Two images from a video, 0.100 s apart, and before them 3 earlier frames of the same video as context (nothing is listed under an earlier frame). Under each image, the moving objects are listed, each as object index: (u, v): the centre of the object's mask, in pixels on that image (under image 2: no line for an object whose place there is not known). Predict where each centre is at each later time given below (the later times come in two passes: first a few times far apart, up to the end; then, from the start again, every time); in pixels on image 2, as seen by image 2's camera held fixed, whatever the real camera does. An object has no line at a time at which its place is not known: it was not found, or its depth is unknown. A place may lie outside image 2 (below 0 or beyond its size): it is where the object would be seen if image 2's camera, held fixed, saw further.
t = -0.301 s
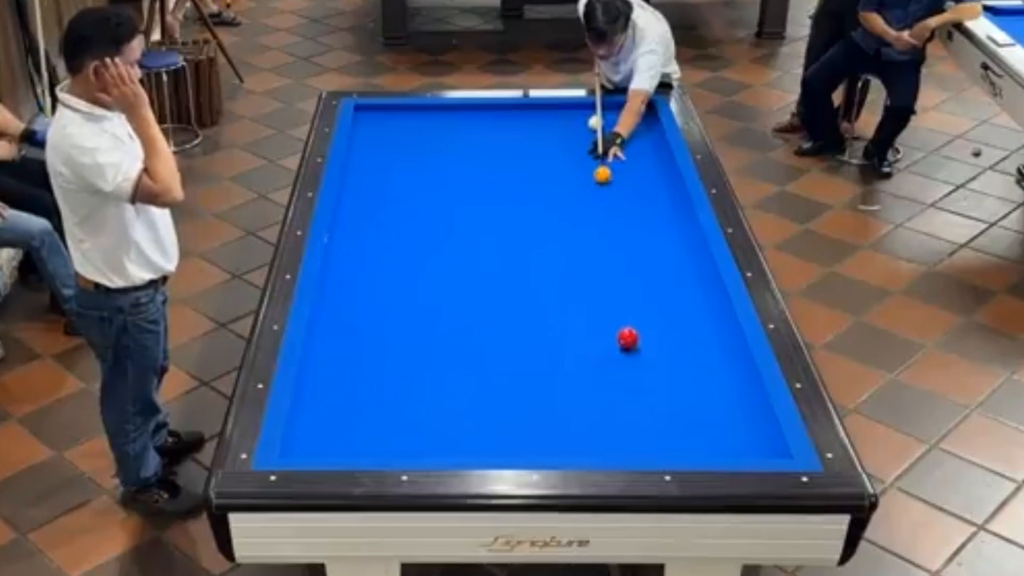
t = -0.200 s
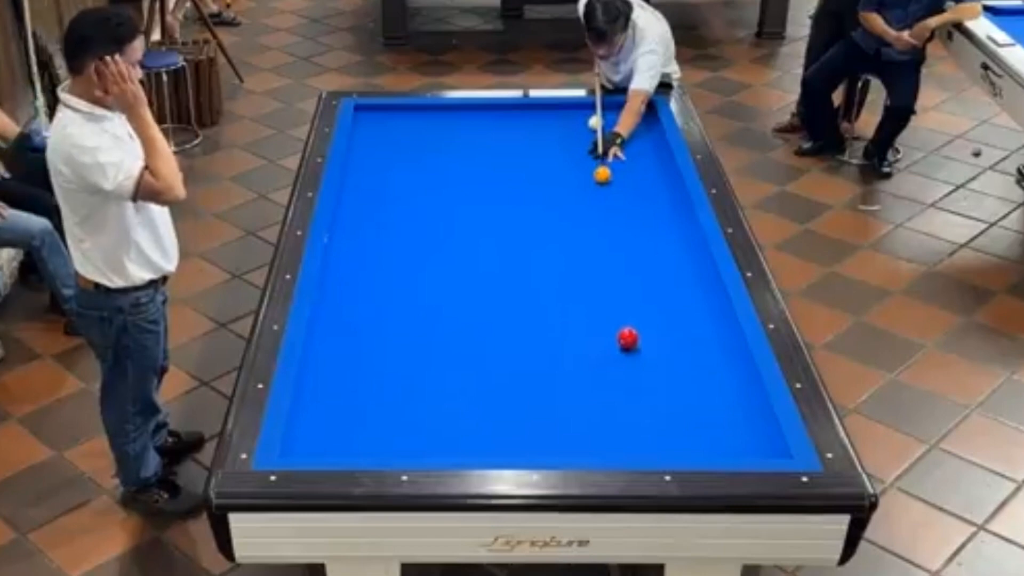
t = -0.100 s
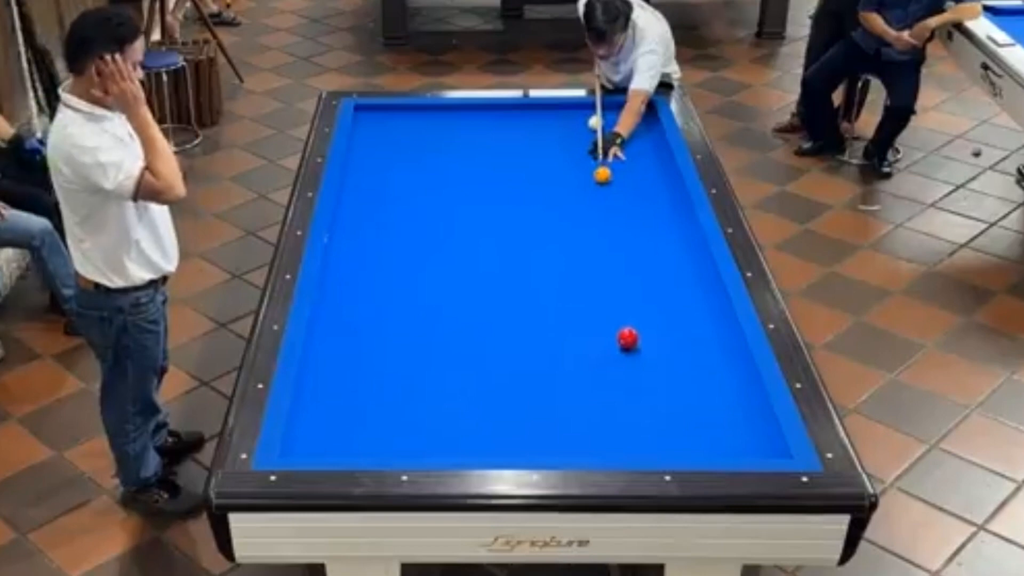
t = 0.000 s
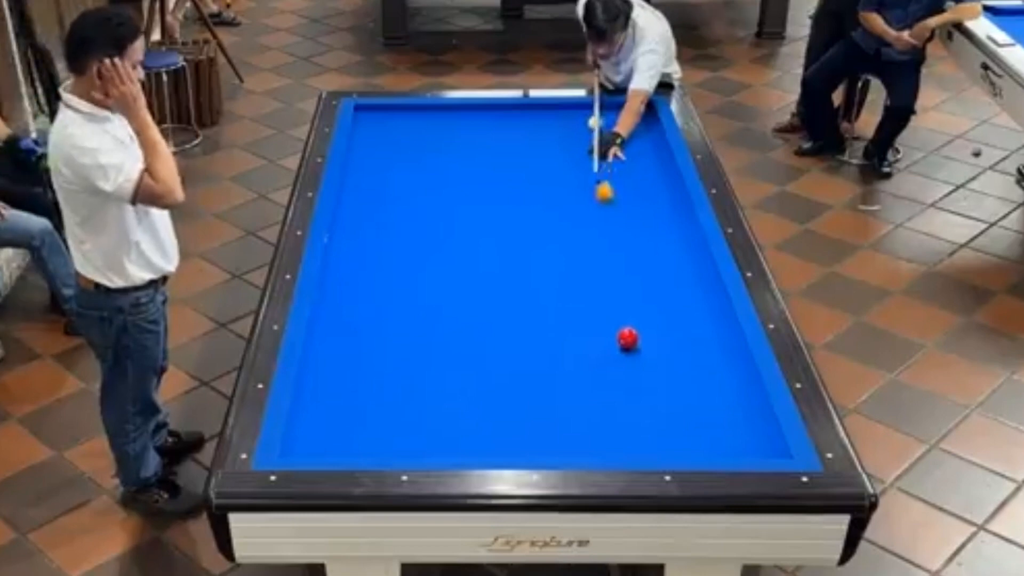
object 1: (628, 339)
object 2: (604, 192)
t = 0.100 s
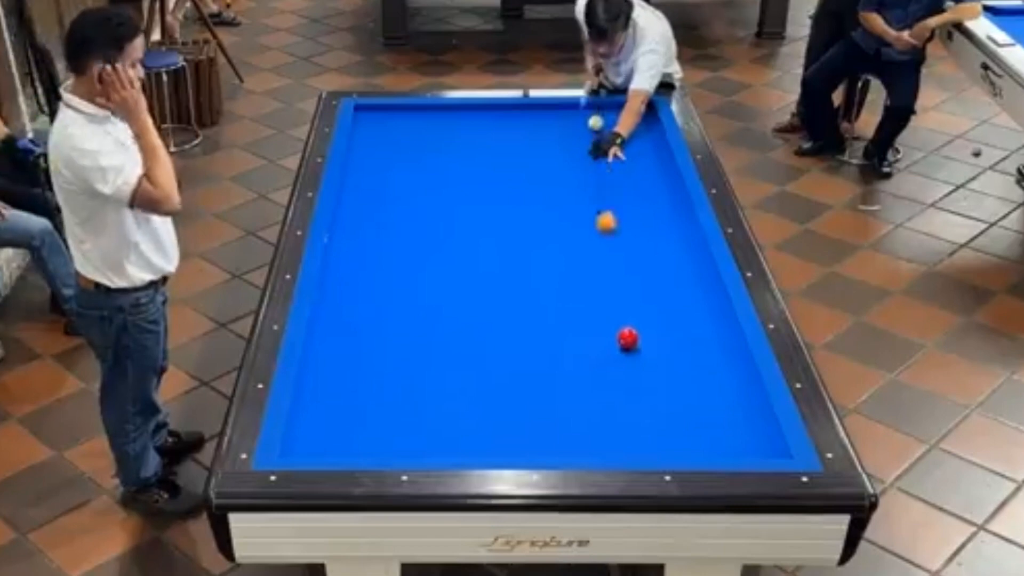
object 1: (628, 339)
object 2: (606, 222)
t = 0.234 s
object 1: (627, 339)
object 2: (610, 264)
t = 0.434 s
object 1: (633, 343)
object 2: (610, 331)
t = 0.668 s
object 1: (714, 401)
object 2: (538, 368)
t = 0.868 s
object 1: (772, 444)
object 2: (478, 410)
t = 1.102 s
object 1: (733, 434)
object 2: (402, 445)
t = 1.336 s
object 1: (698, 412)
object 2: (329, 415)
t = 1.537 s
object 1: (670, 393)
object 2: (325, 389)
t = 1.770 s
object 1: (640, 375)
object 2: (368, 361)
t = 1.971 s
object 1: (615, 359)
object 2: (401, 339)
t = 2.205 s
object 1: (589, 342)
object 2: (437, 314)
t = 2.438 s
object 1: (564, 326)
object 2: (470, 291)
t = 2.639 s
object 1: (544, 314)
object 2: (496, 274)
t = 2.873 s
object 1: (523, 300)
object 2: (525, 254)
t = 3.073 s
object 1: (505, 288)
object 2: (548, 238)
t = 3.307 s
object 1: (486, 277)
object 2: (574, 221)
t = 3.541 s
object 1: (468, 264)
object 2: (597, 206)
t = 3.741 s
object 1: (453, 255)
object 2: (617, 192)
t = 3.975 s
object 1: (436, 246)
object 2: (638, 178)
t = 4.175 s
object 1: (423, 237)
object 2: (656, 167)
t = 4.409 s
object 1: (408, 228)
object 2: (660, 156)
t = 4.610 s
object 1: (396, 221)
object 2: (648, 148)
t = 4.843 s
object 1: (383, 213)
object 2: (634, 140)
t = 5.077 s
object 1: (370, 205)
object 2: (622, 133)
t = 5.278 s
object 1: (360, 198)
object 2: (612, 126)
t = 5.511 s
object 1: (349, 191)
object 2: (611, 121)
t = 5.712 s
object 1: (347, 186)
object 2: (612, 118)
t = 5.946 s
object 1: (354, 181)
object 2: (613, 114)
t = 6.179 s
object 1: (361, 177)
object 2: (614, 110)
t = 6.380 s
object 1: (366, 173)
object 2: (615, 107)
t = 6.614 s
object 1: (372, 169)
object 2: (616, 106)
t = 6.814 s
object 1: (376, 166)
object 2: (617, 107)
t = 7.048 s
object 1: (382, 162)
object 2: (618, 109)
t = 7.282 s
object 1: (386, 159)
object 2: (619, 110)
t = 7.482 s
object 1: (389, 157)
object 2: (620, 111)
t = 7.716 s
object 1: (393, 154)
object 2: (620, 112)
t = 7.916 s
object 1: (397, 152)
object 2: (621, 112)
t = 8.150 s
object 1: (400, 149)
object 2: (622, 113)
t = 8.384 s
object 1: (402, 147)
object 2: (622, 113)
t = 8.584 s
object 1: (404, 145)
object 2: (622, 114)
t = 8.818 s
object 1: (406, 145)
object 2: (622, 114)
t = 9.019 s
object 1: (407, 143)
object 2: (622, 114)
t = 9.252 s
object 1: (409, 142)
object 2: (622, 113)
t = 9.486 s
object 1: (410, 141)
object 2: (622, 114)
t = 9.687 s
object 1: (411, 141)
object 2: (622, 114)
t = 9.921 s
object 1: (411, 140)
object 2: (622, 114)
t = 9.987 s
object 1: (411, 140)
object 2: (622, 113)
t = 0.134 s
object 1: (627, 339)
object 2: (608, 233)
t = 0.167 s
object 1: (627, 339)
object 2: (609, 243)
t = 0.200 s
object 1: (627, 339)
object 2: (610, 253)
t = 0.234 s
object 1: (627, 339)
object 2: (610, 264)
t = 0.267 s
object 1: (628, 339)
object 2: (611, 275)
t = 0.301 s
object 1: (627, 339)
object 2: (612, 286)
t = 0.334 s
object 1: (627, 339)
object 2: (612, 298)
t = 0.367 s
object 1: (628, 339)
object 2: (613, 309)
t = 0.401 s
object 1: (628, 339)
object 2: (613, 321)
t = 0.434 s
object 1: (633, 343)
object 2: (610, 331)
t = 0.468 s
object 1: (644, 351)
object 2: (598, 335)
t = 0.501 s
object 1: (657, 359)
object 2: (587, 340)
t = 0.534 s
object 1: (669, 368)
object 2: (577, 344)
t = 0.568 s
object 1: (681, 377)
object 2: (566, 350)
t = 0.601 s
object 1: (693, 385)
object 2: (557, 355)
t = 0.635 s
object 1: (704, 393)
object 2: (547, 362)
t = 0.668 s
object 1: (714, 401)
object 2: (538, 368)
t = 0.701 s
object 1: (726, 409)
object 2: (528, 375)
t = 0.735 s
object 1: (736, 416)
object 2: (518, 382)
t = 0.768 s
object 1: (747, 423)
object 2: (508, 389)
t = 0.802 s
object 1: (757, 431)
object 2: (498, 396)
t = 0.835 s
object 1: (770, 440)
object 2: (488, 403)
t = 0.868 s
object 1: (772, 444)
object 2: (478, 410)
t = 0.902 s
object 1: (768, 448)
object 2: (468, 418)
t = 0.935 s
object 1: (764, 450)
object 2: (457, 425)
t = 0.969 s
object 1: (757, 448)
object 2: (446, 433)
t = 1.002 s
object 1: (751, 445)
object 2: (436, 441)
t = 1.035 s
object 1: (745, 441)
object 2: (425, 446)
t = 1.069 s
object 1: (739, 438)
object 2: (413, 449)
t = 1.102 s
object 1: (733, 434)
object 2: (402, 445)
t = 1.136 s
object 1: (728, 431)
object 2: (391, 441)
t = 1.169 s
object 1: (723, 428)
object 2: (381, 436)
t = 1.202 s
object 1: (718, 424)
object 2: (370, 432)
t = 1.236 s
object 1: (712, 421)
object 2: (360, 427)
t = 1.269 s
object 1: (707, 418)
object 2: (349, 423)
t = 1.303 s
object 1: (703, 415)
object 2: (339, 419)
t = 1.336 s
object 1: (698, 412)
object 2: (329, 415)
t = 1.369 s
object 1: (693, 409)
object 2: (319, 411)
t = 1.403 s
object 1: (688, 406)
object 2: (310, 408)
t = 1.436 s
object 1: (684, 402)
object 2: (302, 404)
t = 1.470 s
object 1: (679, 399)
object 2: (309, 399)
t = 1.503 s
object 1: (674, 396)
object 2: (317, 394)
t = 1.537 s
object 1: (670, 393)
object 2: (325, 389)
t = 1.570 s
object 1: (666, 390)
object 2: (332, 386)
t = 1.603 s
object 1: (661, 387)
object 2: (338, 381)
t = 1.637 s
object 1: (657, 385)
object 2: (344, 377)
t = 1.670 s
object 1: (652, 383)
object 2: (350, 373)
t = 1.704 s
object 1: (648, 380)
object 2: (356, 369)
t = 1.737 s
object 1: (643, 377)
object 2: (362, 365)
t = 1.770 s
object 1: (640, 375)
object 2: (368, 361)
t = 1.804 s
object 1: (634, 371)
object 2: (373, 357)
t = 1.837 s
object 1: (631, 369)
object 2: (379, 354)
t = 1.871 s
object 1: (628, 366)
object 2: (384, 350)
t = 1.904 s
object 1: (623, 364)
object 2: (390, 346)
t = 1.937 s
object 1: (619, 362)
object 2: (396, 342)
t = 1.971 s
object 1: (615, 359)
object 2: (401, 339)
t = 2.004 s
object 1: (612, 357)
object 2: (406, 335)
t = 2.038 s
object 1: (607, 354)
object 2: (411, 331)
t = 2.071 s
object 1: (603, 352)
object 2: (417, 328)
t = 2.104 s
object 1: (600, 350)
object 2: (421, 325)
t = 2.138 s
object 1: (596, 346)
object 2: (426, 320)
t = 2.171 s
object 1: (592, 344)
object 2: (432, 317)
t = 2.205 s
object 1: (589, 342)
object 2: (437, 314)
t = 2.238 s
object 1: (585, 339)
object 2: (442, 311)
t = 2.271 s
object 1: (581, 337)
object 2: (446, 308)
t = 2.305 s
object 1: (578, 335)
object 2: (451, 304)
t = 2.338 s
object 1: (575, 332)
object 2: (455, 301)
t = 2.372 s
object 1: (571, 331)
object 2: (460, 298)
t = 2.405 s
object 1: (568, 328)
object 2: (465, 294)
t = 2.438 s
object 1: (564, 326)
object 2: (470, 291)
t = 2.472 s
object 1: (561, 324)
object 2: (474, 288)
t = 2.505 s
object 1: (557, 322)
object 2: (478, 285)
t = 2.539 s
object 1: (554, 320)
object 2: (483, 282)
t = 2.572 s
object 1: (551, 318)
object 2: (487, 279)
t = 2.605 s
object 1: (548, 315)
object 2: (492, 276)
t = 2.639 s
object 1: (544, 314)
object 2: (496, 274)
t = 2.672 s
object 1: (541, 312)
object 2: (501, 270)
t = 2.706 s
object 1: (538, 310)
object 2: (504, 268)
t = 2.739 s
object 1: (534, 308)
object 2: (509, 265)
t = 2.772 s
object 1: (532, 306)
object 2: (513, 262)
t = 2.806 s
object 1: (529, 304)
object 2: (517, 259)
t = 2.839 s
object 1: (526, 302)
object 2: (521, 257)
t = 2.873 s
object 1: (523, 300)
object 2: (525, 254)
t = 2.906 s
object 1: (520, 298)
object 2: (529, 251)
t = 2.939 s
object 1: (516, 296)
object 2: (533, 249)
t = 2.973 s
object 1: (514, 294)
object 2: (537, 246)
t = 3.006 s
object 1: (511, 293)
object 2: (541, 243)
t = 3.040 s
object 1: (508, 291)
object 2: (545, 241)
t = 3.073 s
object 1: (505, 288)
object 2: (548, 238)
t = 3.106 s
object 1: (502, 287)
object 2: (552, 236)
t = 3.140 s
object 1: (499, 285)
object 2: (556, 233)
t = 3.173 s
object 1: (497, 283)
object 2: (560, 231)
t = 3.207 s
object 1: (494, 282)
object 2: (563, 228)
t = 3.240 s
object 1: (491, 280)
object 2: (567, 226)
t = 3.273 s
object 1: (488, 279)
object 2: (570, 224)
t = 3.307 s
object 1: (486, 277)
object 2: (574, 221)
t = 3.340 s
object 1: (483, 274)
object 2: (577, 219)
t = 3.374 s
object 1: (480, 273)
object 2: (581, 217)
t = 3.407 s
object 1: (478, 271)
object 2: (584, 214)
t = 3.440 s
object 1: (475, 270)
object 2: (587, 212)
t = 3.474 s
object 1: (472, 268)
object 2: (591, 210)
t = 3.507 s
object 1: (470, 267)
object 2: (594, 208)
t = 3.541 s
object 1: (468, 264)
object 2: (597, 206)
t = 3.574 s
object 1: (465, 263)
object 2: (601, 203)
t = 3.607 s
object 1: (462, 262)
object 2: (604, 201)
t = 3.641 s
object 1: (460, 260)
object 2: (607, 199)
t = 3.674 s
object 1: (457, 259)
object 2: (610, 197)
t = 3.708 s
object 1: (456, 257)
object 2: (614, 195)
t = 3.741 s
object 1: (453, 255)
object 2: (617, 192)
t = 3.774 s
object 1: (450, 254)
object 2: (620, 190)
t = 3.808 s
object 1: (448, 252)
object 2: (623, 188)
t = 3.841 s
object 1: (445, 251)
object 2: (626, 186)
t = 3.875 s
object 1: (443, 250)
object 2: (629, 184)
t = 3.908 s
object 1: (441, 248)
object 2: (633, 182)
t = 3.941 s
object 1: (439, 248)
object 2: (635, 180)
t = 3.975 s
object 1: (436, 246)
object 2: (638, 178)
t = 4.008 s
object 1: (434, 244)
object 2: (641, 176)
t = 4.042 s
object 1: (432, 243)
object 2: (644, 174)
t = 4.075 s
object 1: (430, 242)
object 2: (647, 173)
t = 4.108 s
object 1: (427, 241)
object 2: (650, 170)
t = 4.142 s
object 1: (425, 238)
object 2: (653, 168)
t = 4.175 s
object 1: (423, 237)
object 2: (656, 167)
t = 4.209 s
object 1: (421, 236)
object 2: (658, 165)
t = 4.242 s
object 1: (419, 234)
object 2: (662, 163)
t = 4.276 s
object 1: (417, 233)
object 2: (664, 161)
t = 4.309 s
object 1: (414, 231)
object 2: (667, 160)
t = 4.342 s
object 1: (412, 230)
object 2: (665, 158)
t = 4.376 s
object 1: (410, 229)
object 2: (662, 157)
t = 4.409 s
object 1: (408, 228)
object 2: (660, 156)
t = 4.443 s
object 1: (406, 226)
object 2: (658, 154)
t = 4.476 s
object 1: (404, 225)
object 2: (656, 153)
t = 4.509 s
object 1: (402, 224)
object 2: (654, 152)
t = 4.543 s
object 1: (400, 223)
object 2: (652, 151)
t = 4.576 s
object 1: (398, 222)
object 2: (650, 150)
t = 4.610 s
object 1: (396, 221)
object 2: (648, 148)
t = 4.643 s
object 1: (394, 219)
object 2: (646, 147)
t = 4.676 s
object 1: (392, 218)
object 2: (644, 146)
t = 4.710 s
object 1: (390, 217)
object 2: (642, 145)
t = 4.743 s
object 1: (389, 216)
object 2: (640, 144)
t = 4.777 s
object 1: (386, 215)
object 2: (638, 142)
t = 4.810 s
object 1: (385, 214)
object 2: (636, 141)
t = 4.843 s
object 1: (383, 213)
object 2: (634, 140)
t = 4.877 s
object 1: (381, 212)
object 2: (633, 139)
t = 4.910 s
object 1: (379, 211)
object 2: (632, 138)
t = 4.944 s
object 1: (377, 209)
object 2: (629, 137)
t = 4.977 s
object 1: (376, 209)
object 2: (627, 135)
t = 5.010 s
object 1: (374, 207)
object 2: (626, 134)
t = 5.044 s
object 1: (373, 206)
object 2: (624, 134)
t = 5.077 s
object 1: (370, 205)
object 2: (622, 133)
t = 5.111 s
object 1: (369, 204)
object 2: (621, 132)
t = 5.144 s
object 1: (367, 202)
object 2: (618, 130)
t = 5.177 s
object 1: (365, 201)
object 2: (617, 129)
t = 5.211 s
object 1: (363, 200)
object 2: (615, 128)
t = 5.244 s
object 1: (362, 199)
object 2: (614, 127)
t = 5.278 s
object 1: (360, 198)
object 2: (612, 126)
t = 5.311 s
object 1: (358, 197)
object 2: (611, 125)
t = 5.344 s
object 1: (357, 196)
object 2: (610, 125)
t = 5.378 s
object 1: (355, 195)
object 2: (610, 124)
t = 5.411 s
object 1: (354, 194)
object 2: (611, 123)
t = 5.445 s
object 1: (352, 193)
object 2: (610, 123)
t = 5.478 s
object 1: (350, 192)
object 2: (611, 122)
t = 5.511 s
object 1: (349, 191)
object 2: (611, 121)
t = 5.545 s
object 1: (347, 190)
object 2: (611, 121)
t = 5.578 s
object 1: (345, 189)
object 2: (611, 120)
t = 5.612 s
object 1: (344, 188)
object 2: (611, 120)
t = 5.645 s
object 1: (345, 187)
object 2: (611, 119)
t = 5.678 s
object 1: (346, 187)
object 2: (612, 118)
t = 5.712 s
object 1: (347, 186)
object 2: (612, 118)
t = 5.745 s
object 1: (348, 185)
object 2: (612, 117)
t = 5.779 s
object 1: (349, 185)
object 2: (612, 117)
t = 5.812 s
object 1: (350, 184)
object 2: (612, 116)
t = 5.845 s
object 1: (351, 183)
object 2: (613, 116)
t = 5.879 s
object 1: (352, 182)
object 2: (612, 115)
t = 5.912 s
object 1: (353, 182)
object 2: (613, 115)
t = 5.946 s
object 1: (354, 181)
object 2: (613, 114)
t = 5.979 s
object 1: (355, 181)
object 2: (613, 114)
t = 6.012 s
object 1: (355, 180)
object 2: (613, 113)
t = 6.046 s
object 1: (357, 179)
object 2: (613, 113)
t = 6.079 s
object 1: (358, 178)
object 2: (613, 112)
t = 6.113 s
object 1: (358, 177)
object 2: (613, 112)
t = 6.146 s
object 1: (360, 177)
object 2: (614, 111)
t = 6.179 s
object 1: (361, 177)
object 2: (614, 110)
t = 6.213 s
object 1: (362, 176)
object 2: (614, 110)
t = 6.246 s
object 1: (363, 175)
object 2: (614, 110)
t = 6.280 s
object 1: (364, 175)
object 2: (614, 109)
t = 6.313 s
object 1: (364, 174)
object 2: (614, 108)
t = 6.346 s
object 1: (365, 174)
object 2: (615, 108)
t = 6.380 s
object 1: (366, 173)
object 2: (615, 107)
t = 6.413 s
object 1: (366, 172)
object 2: (615, 107)
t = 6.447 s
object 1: (368, 172)
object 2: (615, 106)
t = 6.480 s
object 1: (368, 171)
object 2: (615, 106)
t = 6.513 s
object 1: (369, 171)
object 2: (615, 105)
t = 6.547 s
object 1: (370, 170)
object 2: (615, 105)
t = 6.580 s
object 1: (371, 169)
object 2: (616, 105)
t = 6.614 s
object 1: (372, 169)
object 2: (616, 106)
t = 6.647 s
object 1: (373, 168)
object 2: (616, 106)
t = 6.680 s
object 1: (373, 168)
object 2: (616, 106)
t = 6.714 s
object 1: (373, 168)
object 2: (617, 106)
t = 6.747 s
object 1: (375, 167)
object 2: (616, 107)
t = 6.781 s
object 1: (376, 167)
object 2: (617, 107)
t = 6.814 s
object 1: (376, 166)
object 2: (617, 107)
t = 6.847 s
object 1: (377, 166)
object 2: (617, 108)
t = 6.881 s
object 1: (378, 165)
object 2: (617, 107)
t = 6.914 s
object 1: (378, 165)
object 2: (617, 108)
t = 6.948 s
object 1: (379, 164)
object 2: (618, 108)
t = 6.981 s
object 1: (380, 163)
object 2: (618, 108)
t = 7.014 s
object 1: (381, 163)
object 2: (618, 108)
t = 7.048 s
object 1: (382, 162)
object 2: (618, 109)
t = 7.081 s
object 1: (382, 162)
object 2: (619, 109)
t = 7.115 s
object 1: (383, 161)
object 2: (619, 109)
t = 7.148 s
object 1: (384, 161)
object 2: (619, 109)
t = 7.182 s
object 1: (384, 160)
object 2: (619, 110)
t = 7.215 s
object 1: (385, 160)
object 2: (619, 110)
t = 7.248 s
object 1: (385, 160)
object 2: (619, 110)
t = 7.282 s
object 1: (386, 159)
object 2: (619, 110)
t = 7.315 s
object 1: (386, 158)
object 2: (619, 110)
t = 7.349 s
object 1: (387, 158)
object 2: (619, 111)
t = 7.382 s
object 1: (387, 157)
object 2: (619, 111)
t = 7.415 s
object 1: (389, 157)
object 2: (620, 111)
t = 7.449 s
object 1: (389, 157)
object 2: (620, 111)
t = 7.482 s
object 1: (389, 157)
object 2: (620, 111)
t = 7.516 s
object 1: (390, 156)
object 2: (620, 111)
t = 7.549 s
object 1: (390, 156)
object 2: (620, 111)
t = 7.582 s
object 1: (391, 155)
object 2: (620, 112)
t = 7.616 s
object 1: (392, 154)
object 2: (620, 111)
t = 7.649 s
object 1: (393, 154)
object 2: (620, 112)
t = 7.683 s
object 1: (393, 154)
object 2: (620, 112)
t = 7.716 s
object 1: (393, 154)
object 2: (620, 112)
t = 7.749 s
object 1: (394, 153)
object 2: (620, 112)
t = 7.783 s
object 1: (395, 153)
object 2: (621, 112)
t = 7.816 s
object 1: (395, 153)
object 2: (621, 112)
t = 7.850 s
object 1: (396, 152)
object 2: (621, 112)
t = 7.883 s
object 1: (396, 152)
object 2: (621, 112)
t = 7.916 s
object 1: (397, 152)
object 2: (621, 112)
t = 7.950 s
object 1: (397, 151)
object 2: (621, 112)
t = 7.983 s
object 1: (397, 151)
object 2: (621, 112)
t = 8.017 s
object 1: (398, 150)
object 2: (621, 113)
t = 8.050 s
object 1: (398, 150)
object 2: (621, 113)
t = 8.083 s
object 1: (398, 150)
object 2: (621, 113)
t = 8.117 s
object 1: (399, 150)
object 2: (621, 113)
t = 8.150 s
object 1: (400, 149)
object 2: (622, 113)
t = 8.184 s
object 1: (400, 148)
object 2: (622, 113)
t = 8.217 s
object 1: (400, 148)
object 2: (622, 113)
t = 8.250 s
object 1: (400, 148)
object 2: (622, 113)
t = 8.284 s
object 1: (401, 147)
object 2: (622, 113)
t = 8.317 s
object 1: (401, 147)
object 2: (622, 113)
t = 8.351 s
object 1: (402, 147)
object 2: (622, 114)
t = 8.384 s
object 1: (402, 147)
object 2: (622, 113)
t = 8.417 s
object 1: (403, 147)
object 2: (622, 114)
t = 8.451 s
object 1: (403, 146)
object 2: (622, 114)
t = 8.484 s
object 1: (403, 146)
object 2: (622, 114)
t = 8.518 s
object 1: (403, 146)
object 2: (622, 113)
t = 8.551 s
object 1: (404, 145)
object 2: (622, 114)
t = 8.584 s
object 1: (404, 145)
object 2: (622, 114)
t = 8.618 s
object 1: (404, 145)
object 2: (622, 114)
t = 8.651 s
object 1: (405, 145)
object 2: (622, 114)
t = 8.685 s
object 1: (405, 145)
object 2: (622, 114)
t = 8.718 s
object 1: (406, 145)
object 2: (622, 114)
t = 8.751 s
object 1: (406, 145)
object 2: (622, 114)
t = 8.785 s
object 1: (406, 145)
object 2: (622, 114)
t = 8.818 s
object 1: (406, 145)
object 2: (622, 114)
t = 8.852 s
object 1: (406, 145)
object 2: (622, 114)
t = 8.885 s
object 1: (407, 144)
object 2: (622, 114)
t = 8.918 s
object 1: (407, 144)
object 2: (622, 114)
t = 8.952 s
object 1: (407, 143)
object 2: (622, 114)
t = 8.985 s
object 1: (407, 143)
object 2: (622, 114)
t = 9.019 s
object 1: (407, 143)
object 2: (622, 114)
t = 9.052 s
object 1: (407, 143)
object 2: (622, 113)
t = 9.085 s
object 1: (408, 143)
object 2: (622, 113)
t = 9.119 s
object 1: (408, 143)
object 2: (622, 113)
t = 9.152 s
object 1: (409, 142)
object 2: (622, 114)
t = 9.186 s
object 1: (409, 142)
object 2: (622, 114)
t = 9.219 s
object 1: (409, 142)
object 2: (622, 114)
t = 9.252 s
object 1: (409, 142)
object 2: (622, 113)
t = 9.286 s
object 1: (409, 142)
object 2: (622, 113)
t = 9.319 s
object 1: (409, 142)
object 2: (622, 113)
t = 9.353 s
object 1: (410, 142)
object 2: (622, 114)
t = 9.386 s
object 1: (410, 142)
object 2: (622, 114)
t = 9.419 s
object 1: (410, 141)
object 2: (622, 114)
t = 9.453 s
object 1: (410, 141)
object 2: (622, 114)
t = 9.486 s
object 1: (410, 141)
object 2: (622, 114)
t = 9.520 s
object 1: (410, 141)
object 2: (622, 114)
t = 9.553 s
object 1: (410, 141)
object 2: (622, 114)
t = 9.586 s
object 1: (411, 141)
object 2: (622, 114)
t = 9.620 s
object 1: (411, 141)
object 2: (622, 114)
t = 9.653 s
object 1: (411, 141)
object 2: (622, 114)
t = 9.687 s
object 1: (411, 141)
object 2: (622, 114)
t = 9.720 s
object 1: (411, 141)
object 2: (622, 114)
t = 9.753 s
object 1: (411, 141)
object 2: (622, 114)
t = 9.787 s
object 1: (411, 140)
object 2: (622, 114)
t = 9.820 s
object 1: (411, 140)
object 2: (622, 114)
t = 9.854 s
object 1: (411, 140)
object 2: (622, 114)
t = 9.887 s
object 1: (411, 140)
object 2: (622, 114)
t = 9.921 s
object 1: (411, 140)
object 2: (622, 114)
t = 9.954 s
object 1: (411, 140)
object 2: (622, 114)
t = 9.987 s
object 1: (411, 140)
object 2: (622, 113)
